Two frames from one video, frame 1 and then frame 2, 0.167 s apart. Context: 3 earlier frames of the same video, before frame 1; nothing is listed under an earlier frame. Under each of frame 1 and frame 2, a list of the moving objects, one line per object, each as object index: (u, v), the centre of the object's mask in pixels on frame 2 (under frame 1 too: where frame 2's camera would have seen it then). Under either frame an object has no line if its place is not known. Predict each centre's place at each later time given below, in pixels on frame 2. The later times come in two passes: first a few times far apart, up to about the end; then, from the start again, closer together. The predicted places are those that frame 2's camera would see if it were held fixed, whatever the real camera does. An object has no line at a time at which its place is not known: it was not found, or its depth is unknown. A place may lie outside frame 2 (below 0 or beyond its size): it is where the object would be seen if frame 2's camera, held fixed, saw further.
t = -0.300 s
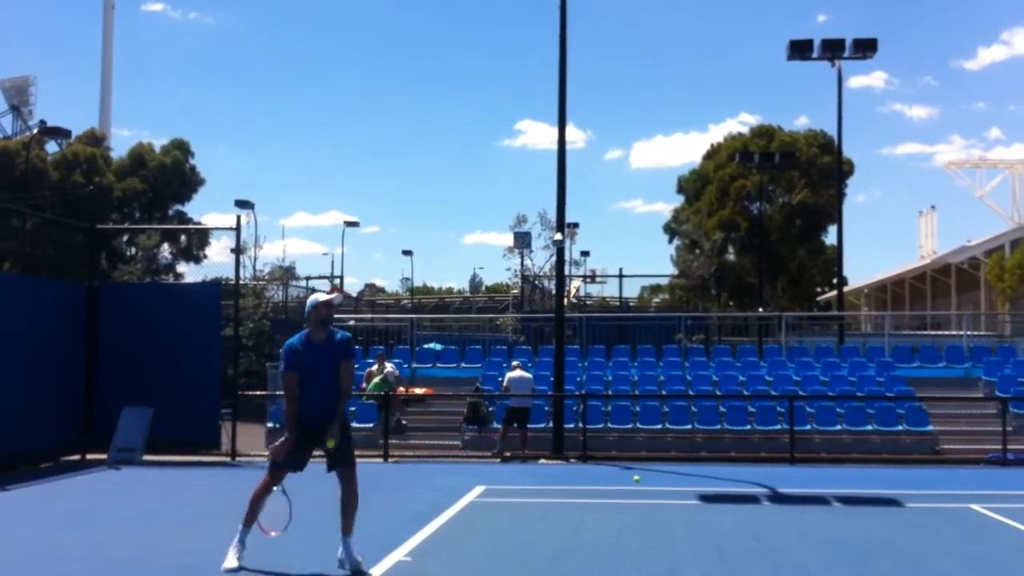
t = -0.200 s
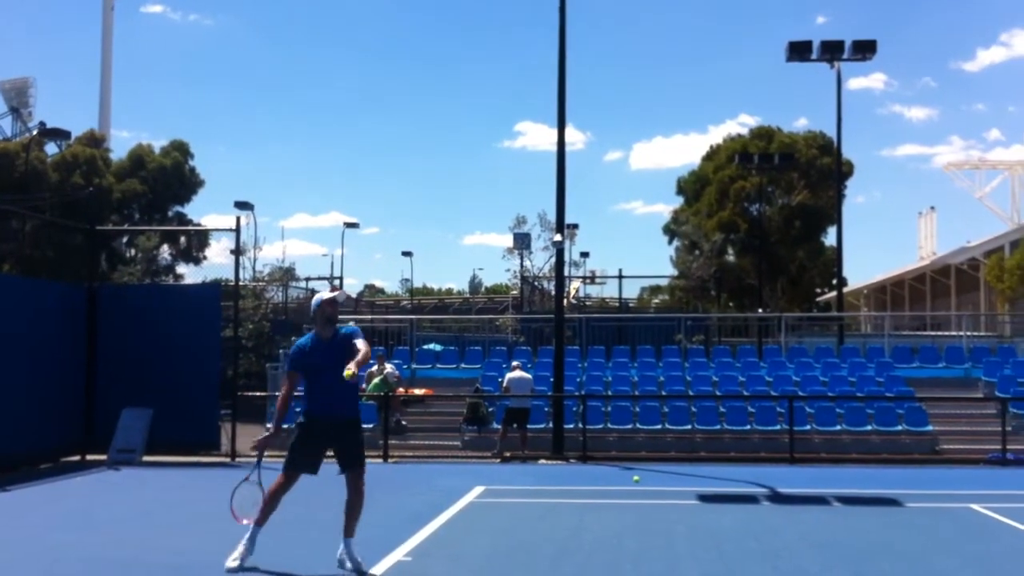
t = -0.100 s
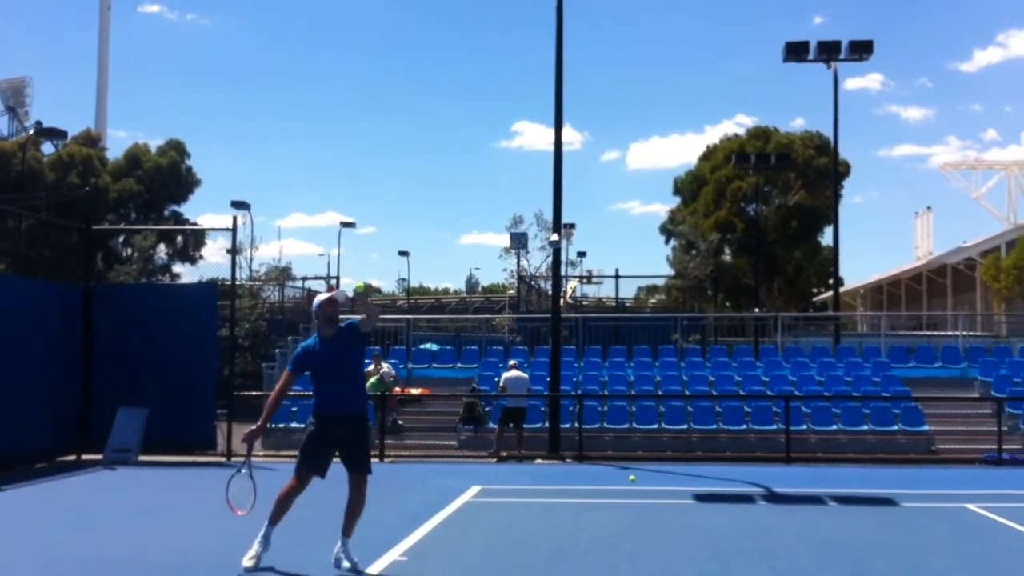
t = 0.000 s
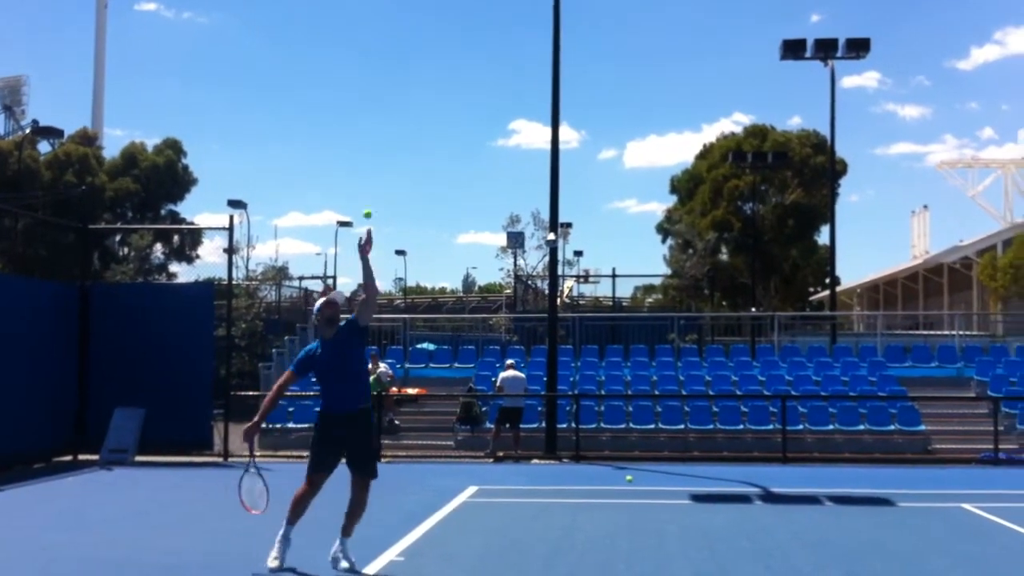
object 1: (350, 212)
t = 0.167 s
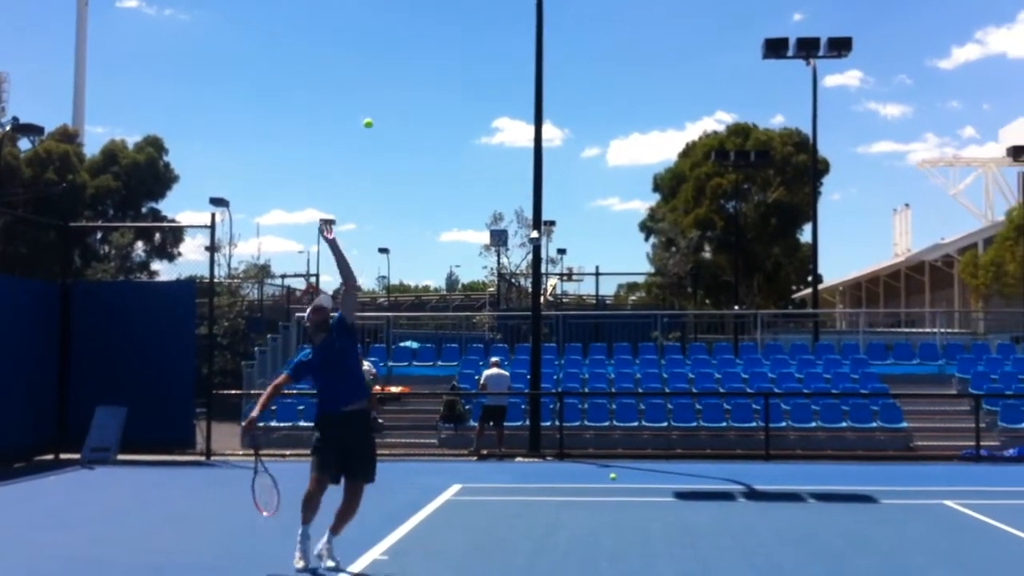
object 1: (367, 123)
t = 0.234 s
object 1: (374, 99)
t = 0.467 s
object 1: (397, 60)
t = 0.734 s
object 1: (421, 104)
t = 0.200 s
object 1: (371, 110)
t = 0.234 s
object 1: (374, 99)
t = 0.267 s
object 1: (377, 88)
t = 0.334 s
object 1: (384, 73)
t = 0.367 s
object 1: (388, 67)
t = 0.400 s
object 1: (391, 63)
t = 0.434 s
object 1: (394, 61)
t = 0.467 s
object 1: (397, 60)
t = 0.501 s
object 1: (400, 60)
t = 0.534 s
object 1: (403, 62)
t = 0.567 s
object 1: (406, 65)
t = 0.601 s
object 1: (409, 70)
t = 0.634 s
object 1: (412, 76)
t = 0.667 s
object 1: (415, 84)
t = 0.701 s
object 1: (419, 94)
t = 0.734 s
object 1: (421, 104)
